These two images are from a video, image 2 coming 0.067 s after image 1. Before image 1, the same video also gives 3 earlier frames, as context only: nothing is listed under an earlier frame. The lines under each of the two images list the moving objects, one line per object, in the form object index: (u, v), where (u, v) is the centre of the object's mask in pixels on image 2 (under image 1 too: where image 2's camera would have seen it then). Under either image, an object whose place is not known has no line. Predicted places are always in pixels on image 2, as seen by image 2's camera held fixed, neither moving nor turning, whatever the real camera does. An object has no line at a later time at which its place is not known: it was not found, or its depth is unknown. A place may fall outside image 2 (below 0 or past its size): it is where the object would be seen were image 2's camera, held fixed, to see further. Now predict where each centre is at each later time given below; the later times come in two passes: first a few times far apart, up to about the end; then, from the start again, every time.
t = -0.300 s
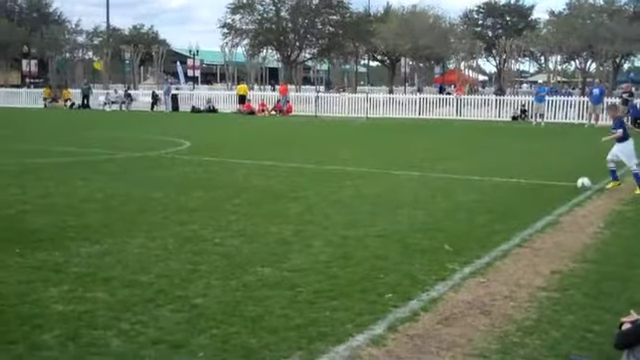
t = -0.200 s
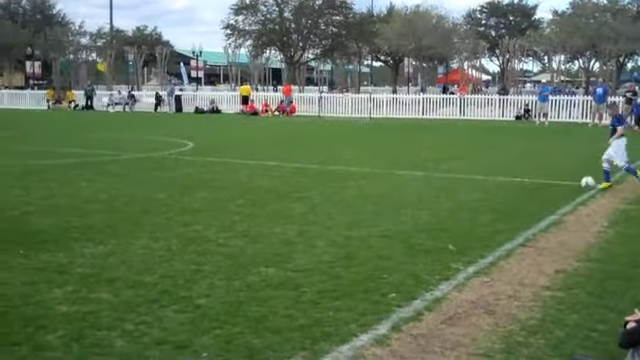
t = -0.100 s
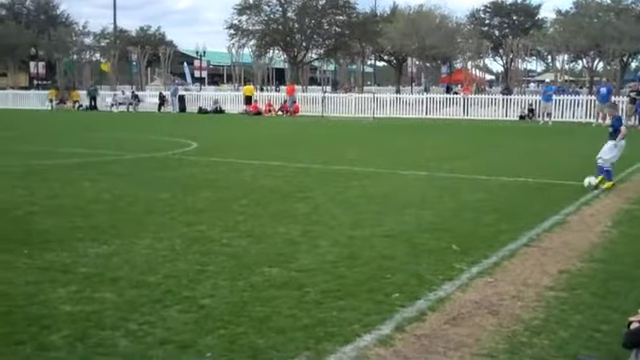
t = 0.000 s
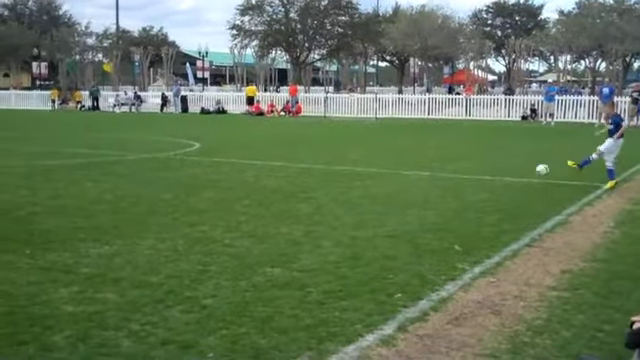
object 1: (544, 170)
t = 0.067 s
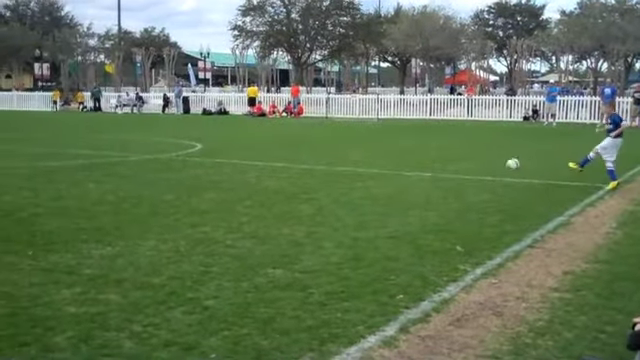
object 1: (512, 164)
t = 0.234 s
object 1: (445, 160)
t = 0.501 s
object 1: (381, 152)
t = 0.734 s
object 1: (342, 151)
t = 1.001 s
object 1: (307, 148)
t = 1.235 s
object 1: (281, 145)
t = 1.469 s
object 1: (259, 142)
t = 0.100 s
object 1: (498, 162)
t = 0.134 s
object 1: (484, 160)
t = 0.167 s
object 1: (470, 159)
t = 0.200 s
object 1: (457, 160)
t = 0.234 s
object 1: (445, 160)
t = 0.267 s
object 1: (433, 161)
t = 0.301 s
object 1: (421, 163)
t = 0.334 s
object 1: (413, 161)
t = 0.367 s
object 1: (407, 158)
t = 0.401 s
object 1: (400, 155)
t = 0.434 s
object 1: (393, 153)
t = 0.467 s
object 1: (387, 153)
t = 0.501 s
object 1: (381, 152)
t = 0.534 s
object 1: (375, 152)
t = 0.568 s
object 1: (368, 152)
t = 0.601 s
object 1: (363, 154)
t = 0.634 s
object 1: (357, 154)
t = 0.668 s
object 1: (352, 154)
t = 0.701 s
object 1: (347, 152)
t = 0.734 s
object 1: (342, 151)
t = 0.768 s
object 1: (337, 150)
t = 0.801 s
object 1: (332, 150)
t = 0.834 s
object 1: (328, 150)
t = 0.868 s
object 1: (324, 151)
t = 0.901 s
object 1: (319, 149)
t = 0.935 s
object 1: (315, 149)
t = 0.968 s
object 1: (311, 148)
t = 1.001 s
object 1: (307, 148)
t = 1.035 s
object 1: (303, 148)
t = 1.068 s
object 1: (299, 147)
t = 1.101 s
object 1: (296, 146)
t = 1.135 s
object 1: (292, 146)
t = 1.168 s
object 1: (288, 146)
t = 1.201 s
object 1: (284, 146)
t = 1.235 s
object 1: (281, 145)
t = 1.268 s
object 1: (278, 144)
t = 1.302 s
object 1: (274, 143)
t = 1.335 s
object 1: (271, 143)
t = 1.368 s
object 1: (269, 144)
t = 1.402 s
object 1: (265, 142)
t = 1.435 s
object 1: (262, 142)
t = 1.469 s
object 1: (259, 142)
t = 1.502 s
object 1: (257, 142)
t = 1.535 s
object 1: (254, 141)
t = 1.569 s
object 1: (251, 141)
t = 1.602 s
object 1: (248, 140)
